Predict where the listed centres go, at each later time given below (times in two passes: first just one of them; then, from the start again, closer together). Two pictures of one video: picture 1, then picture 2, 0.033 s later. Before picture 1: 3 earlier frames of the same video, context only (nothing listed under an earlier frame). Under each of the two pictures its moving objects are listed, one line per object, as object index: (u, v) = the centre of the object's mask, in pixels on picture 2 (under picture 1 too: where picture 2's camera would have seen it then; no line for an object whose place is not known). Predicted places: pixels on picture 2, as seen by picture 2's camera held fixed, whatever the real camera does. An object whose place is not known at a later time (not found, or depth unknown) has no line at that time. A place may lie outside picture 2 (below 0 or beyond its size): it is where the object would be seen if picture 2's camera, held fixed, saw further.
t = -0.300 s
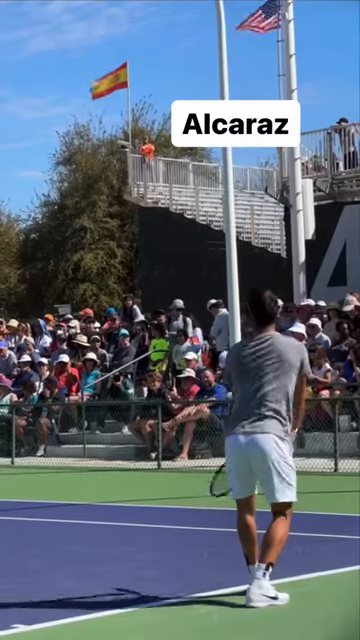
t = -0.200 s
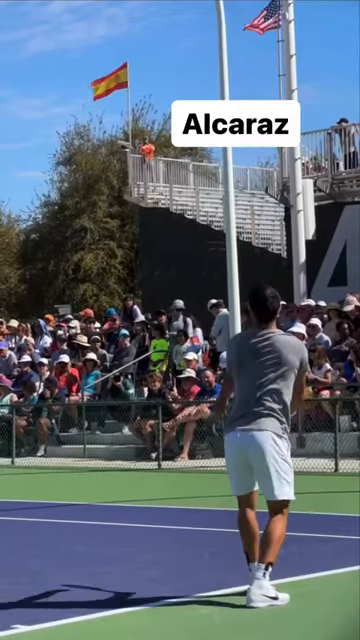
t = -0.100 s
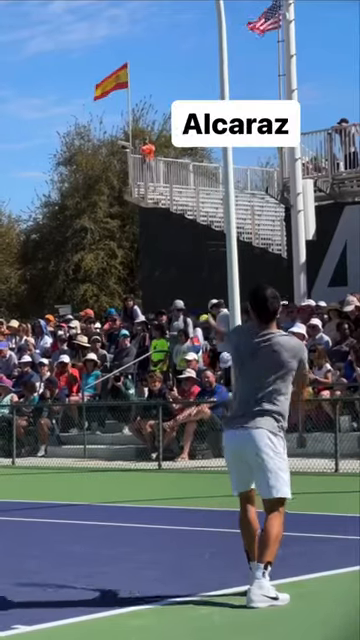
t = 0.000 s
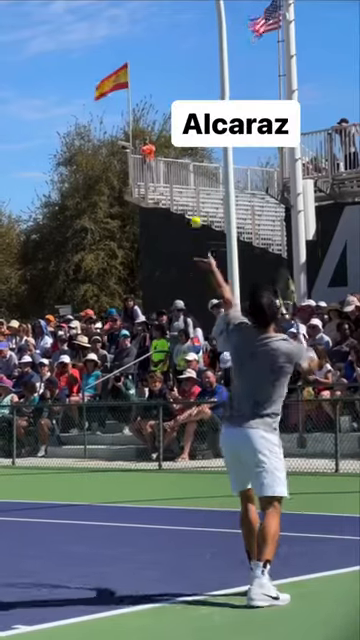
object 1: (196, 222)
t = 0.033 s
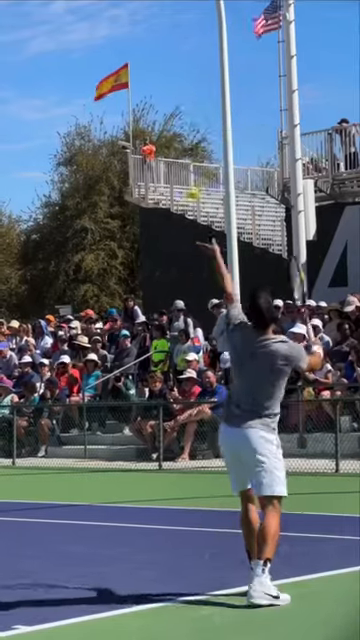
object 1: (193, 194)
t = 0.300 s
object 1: (174, 28)
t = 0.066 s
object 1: (191, 166)
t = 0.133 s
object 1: (185, 117)
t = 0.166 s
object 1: (183, 96)
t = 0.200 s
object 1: (180, 76)
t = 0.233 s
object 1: (179, 58)
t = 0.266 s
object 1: (176, 42)
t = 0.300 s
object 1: (174, 28)
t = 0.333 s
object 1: (172, 15)
